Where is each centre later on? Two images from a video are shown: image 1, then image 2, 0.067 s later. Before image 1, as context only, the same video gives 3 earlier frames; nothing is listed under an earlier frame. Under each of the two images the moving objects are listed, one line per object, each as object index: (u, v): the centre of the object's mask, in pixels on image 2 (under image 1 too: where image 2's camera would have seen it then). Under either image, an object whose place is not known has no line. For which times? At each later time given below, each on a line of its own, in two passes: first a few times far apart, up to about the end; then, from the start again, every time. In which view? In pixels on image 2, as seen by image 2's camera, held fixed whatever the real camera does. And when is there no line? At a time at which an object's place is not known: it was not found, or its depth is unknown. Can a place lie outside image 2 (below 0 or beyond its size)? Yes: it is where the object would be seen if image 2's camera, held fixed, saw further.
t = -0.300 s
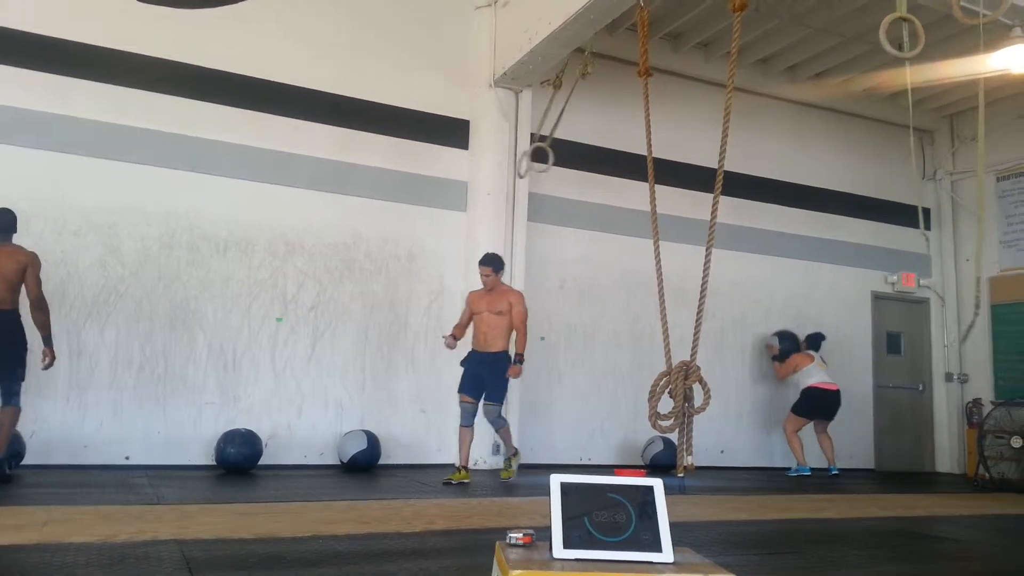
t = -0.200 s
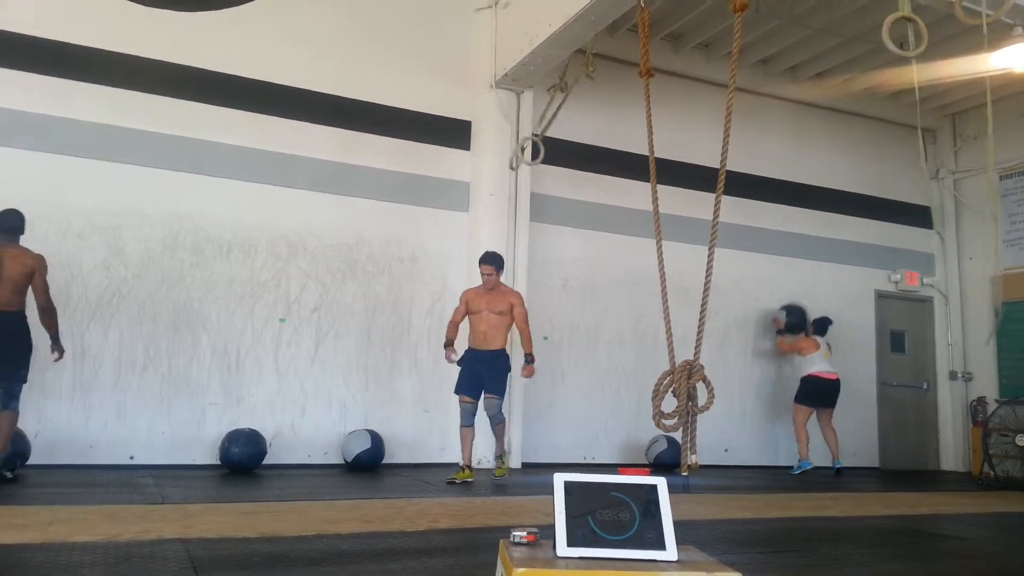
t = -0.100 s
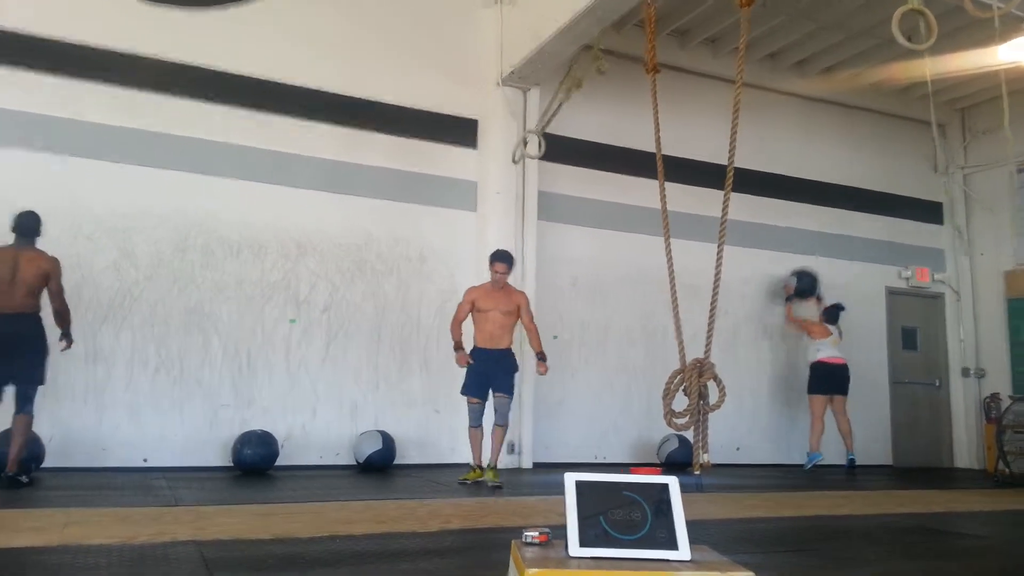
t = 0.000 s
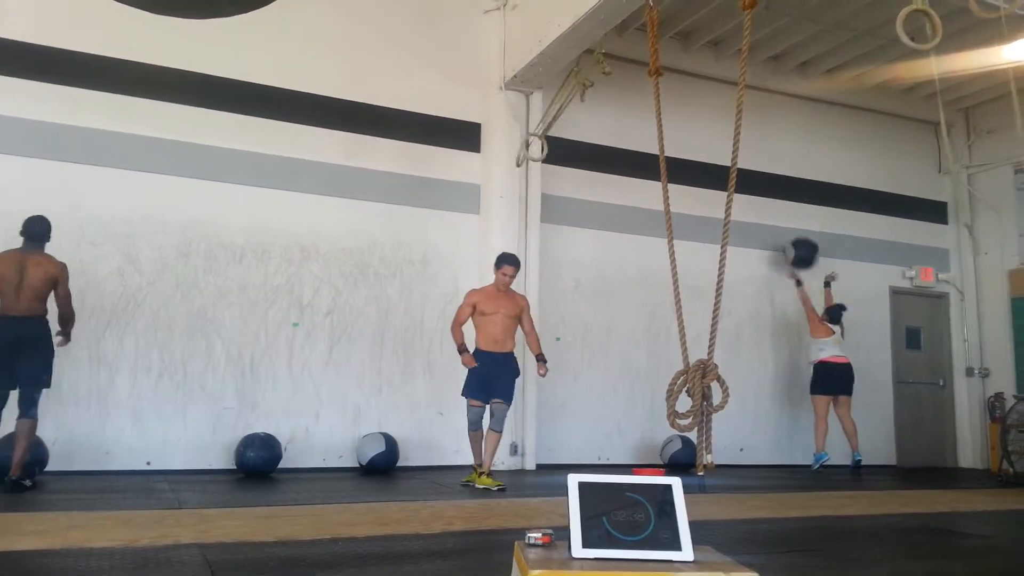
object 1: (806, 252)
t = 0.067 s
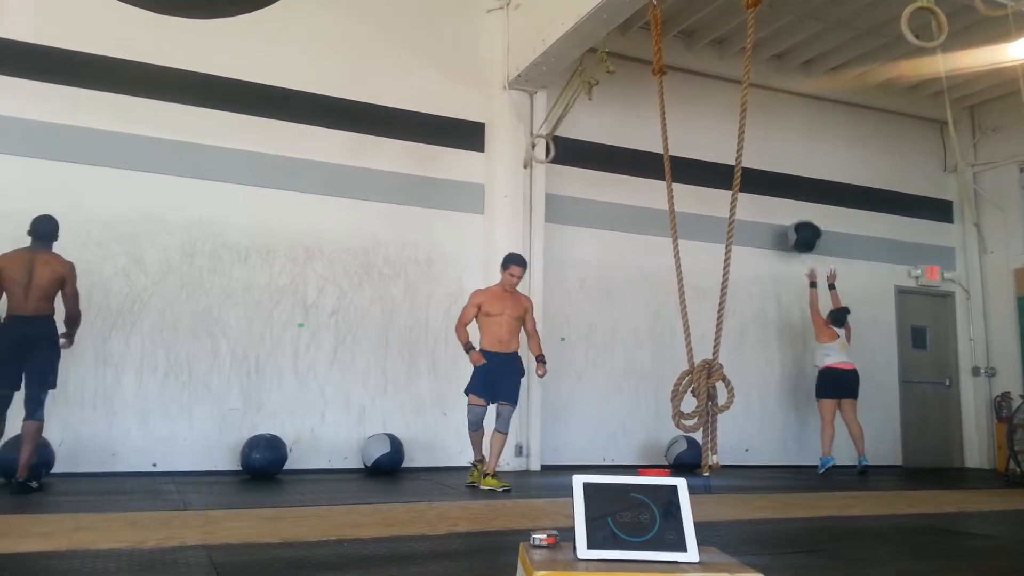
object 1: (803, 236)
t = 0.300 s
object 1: (795, 211)
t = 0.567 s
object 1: (794, 234)
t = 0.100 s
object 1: (802, 230)
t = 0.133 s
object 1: (801, 224)
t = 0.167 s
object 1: (799, 219)
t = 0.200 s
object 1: (798, 216)
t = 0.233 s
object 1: (798, 214)
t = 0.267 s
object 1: (796, 212)
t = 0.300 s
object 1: (795, 211)
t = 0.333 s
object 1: (793, 211)
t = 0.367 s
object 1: (793, 212)
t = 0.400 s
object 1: (793, 213)
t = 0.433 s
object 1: (793, 216)
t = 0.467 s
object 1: (793, 219)
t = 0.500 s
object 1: (793, 223)
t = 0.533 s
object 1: (794, 228)
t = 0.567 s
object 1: (794, 234)
